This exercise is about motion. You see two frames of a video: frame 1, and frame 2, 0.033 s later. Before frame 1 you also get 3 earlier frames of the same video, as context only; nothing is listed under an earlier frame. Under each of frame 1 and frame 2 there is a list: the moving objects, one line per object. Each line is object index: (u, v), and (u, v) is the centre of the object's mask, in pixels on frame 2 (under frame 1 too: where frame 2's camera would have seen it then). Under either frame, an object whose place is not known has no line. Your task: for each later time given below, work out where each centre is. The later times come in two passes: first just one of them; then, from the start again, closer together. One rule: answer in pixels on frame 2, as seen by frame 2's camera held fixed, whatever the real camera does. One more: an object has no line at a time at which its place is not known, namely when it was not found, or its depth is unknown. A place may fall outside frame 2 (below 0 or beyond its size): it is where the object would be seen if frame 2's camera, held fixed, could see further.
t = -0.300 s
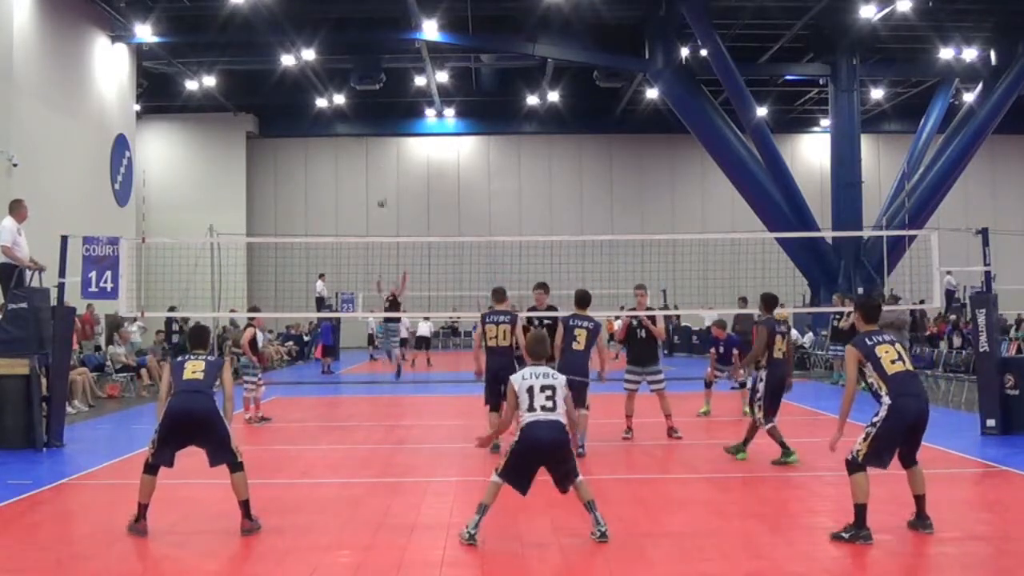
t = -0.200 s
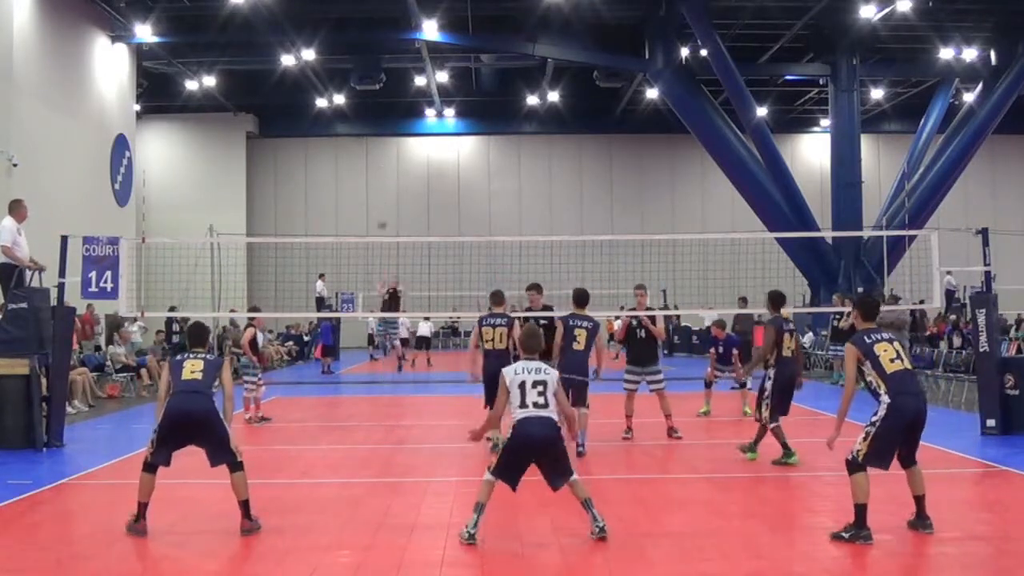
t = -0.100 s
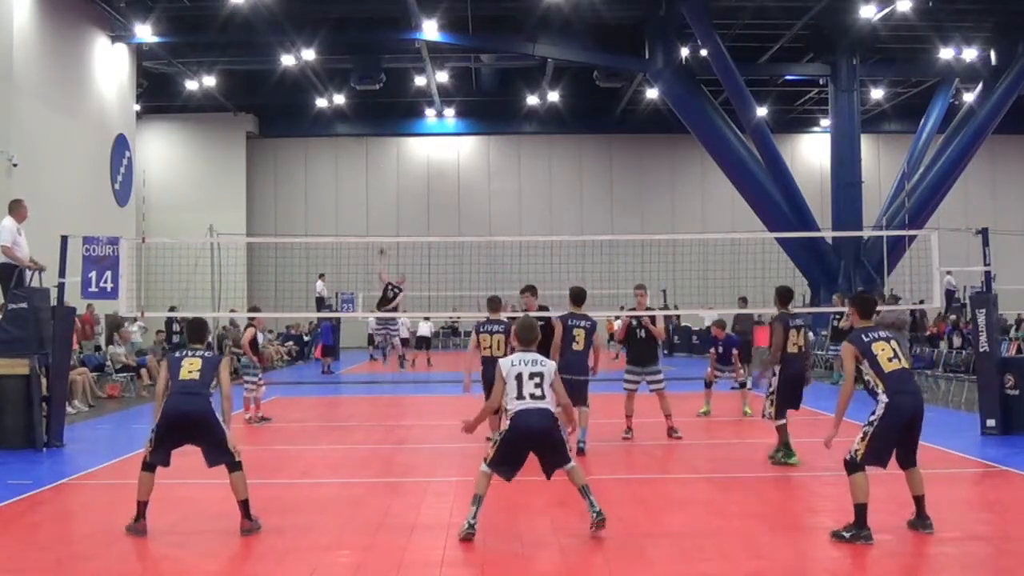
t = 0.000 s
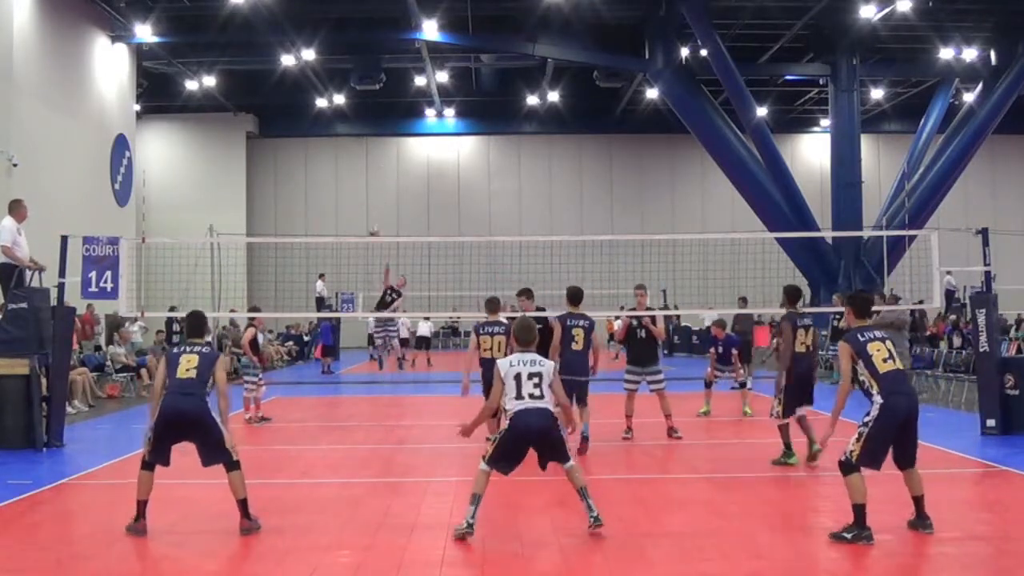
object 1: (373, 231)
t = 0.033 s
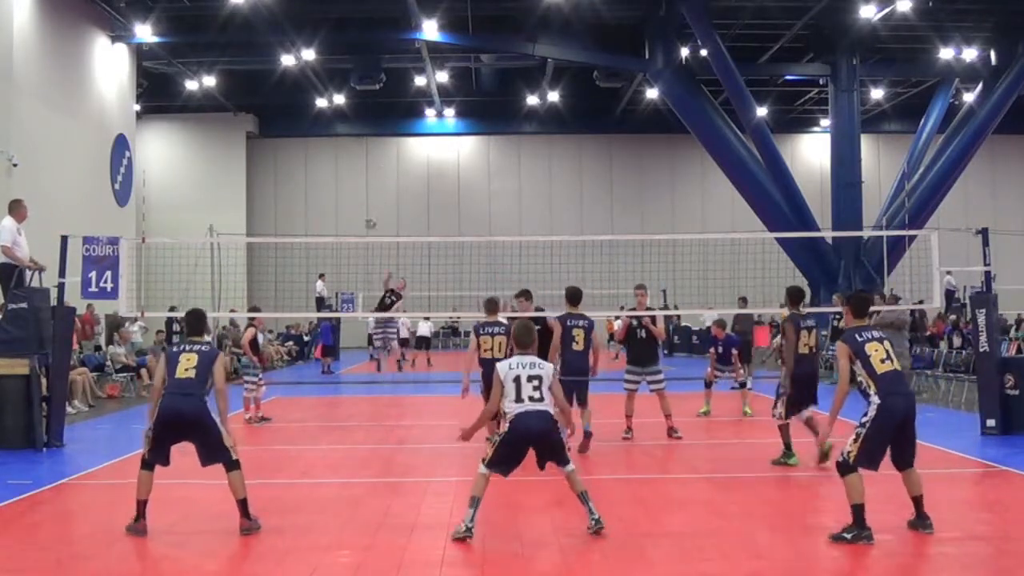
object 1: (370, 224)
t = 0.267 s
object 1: (345, 185)
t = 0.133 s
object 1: (359, 202)
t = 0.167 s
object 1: (356, 196)
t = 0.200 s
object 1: (352, 192)
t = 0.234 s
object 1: (348, 189)
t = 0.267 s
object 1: (345, 185)
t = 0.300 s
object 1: (341, 183)
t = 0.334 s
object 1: (337, 183)
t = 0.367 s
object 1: (333, 184)
